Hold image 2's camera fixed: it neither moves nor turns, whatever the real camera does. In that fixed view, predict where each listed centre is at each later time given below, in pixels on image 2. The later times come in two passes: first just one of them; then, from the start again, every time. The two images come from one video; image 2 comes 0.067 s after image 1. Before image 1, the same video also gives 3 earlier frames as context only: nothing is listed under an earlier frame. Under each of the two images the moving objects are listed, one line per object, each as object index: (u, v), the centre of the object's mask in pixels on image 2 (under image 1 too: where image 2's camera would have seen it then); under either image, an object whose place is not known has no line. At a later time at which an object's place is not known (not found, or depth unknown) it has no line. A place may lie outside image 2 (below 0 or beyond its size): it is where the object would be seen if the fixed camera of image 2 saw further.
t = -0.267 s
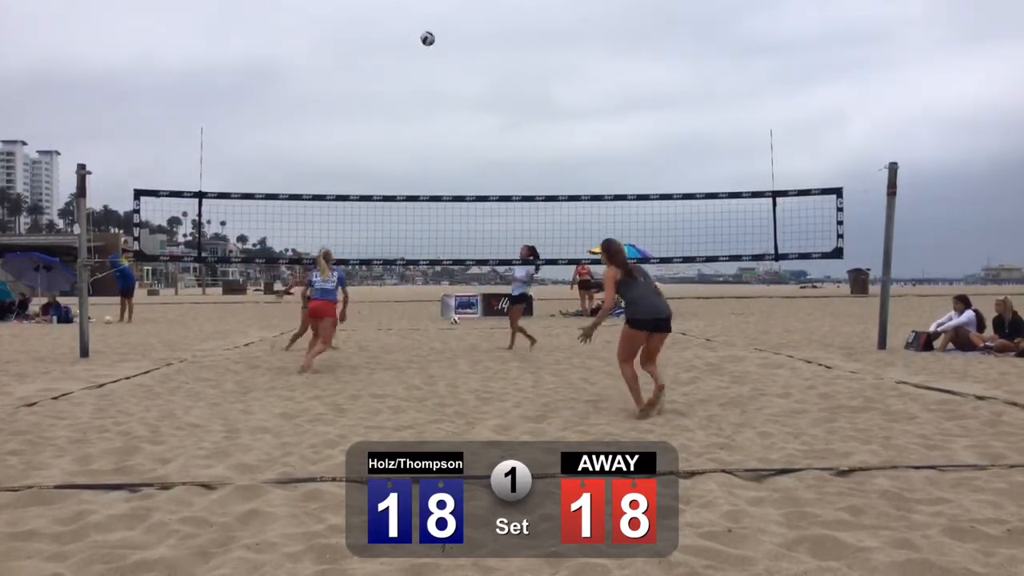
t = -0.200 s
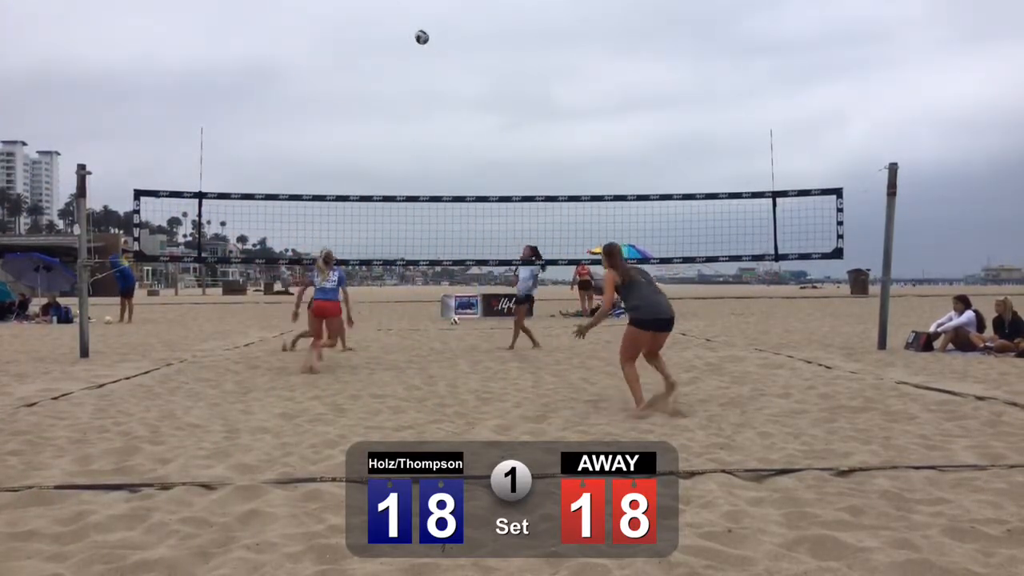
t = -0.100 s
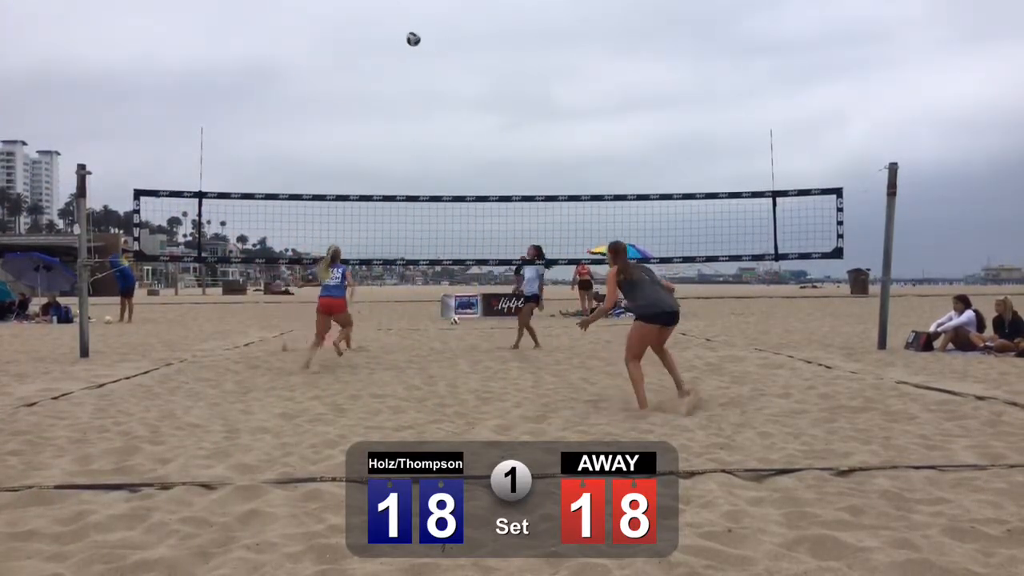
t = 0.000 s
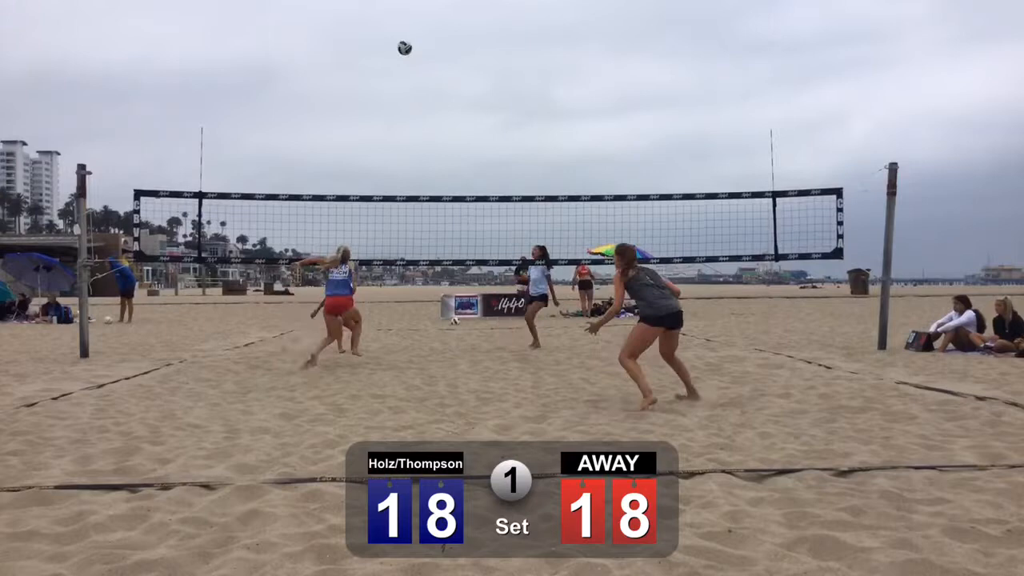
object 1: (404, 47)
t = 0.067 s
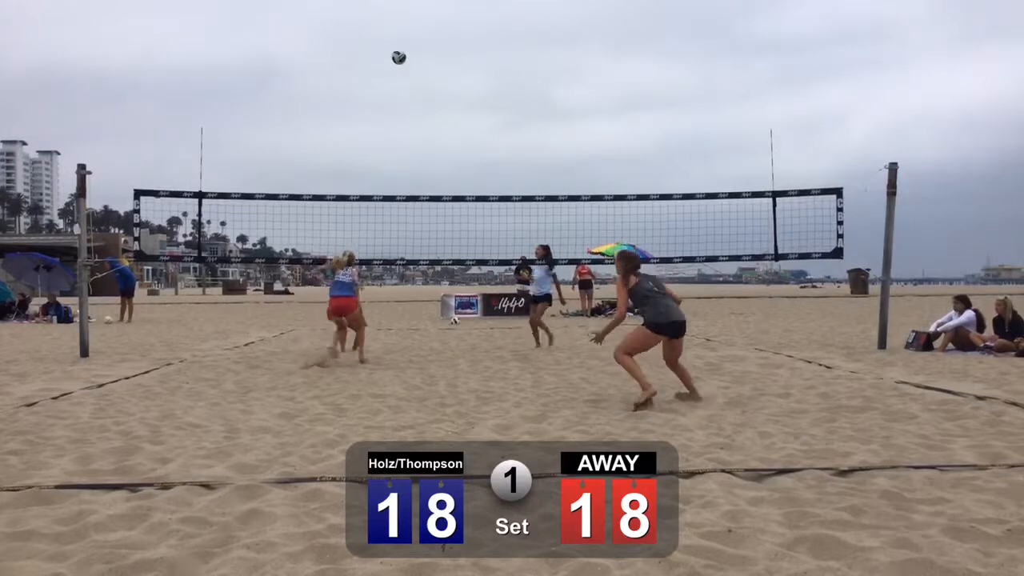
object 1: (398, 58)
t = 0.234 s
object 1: (384, 93)
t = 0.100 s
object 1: (395, 63)
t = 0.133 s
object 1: (393, 69)
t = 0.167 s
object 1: (390, 77)
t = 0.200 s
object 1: (387, 85)
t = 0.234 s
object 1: (384, 93)
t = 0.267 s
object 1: (381, 103)
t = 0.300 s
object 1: (379, 112)
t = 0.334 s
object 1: (376, 123)
